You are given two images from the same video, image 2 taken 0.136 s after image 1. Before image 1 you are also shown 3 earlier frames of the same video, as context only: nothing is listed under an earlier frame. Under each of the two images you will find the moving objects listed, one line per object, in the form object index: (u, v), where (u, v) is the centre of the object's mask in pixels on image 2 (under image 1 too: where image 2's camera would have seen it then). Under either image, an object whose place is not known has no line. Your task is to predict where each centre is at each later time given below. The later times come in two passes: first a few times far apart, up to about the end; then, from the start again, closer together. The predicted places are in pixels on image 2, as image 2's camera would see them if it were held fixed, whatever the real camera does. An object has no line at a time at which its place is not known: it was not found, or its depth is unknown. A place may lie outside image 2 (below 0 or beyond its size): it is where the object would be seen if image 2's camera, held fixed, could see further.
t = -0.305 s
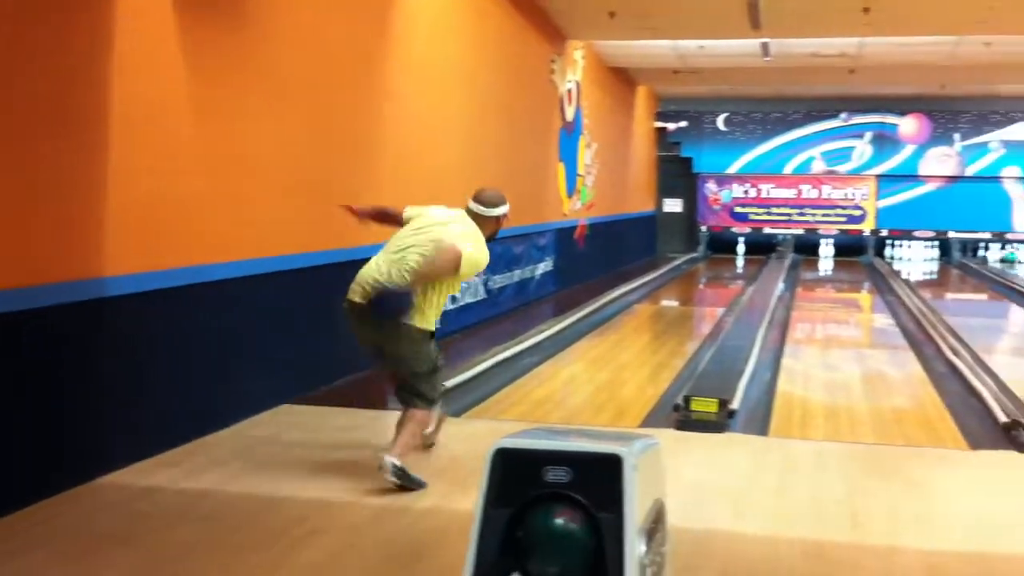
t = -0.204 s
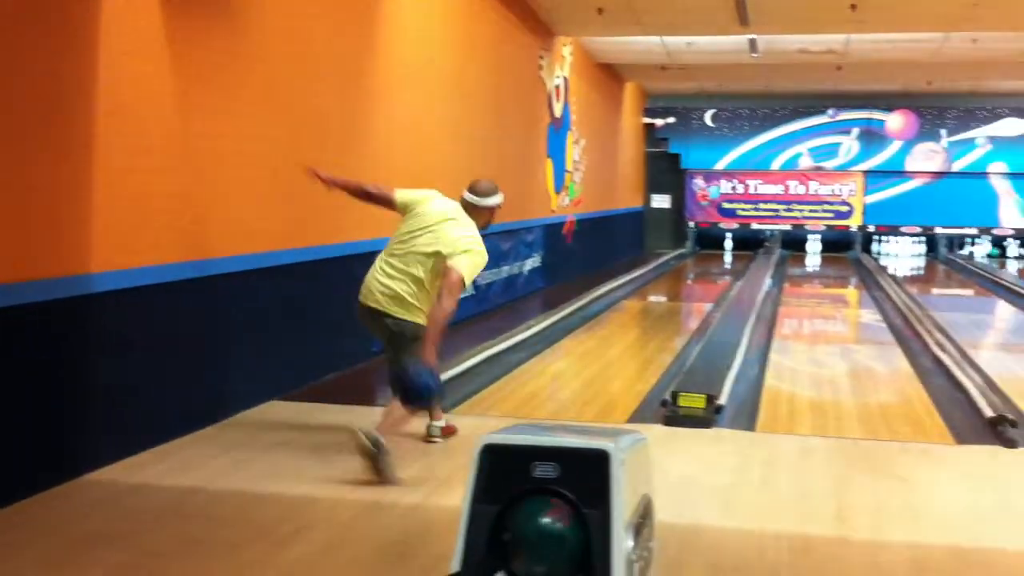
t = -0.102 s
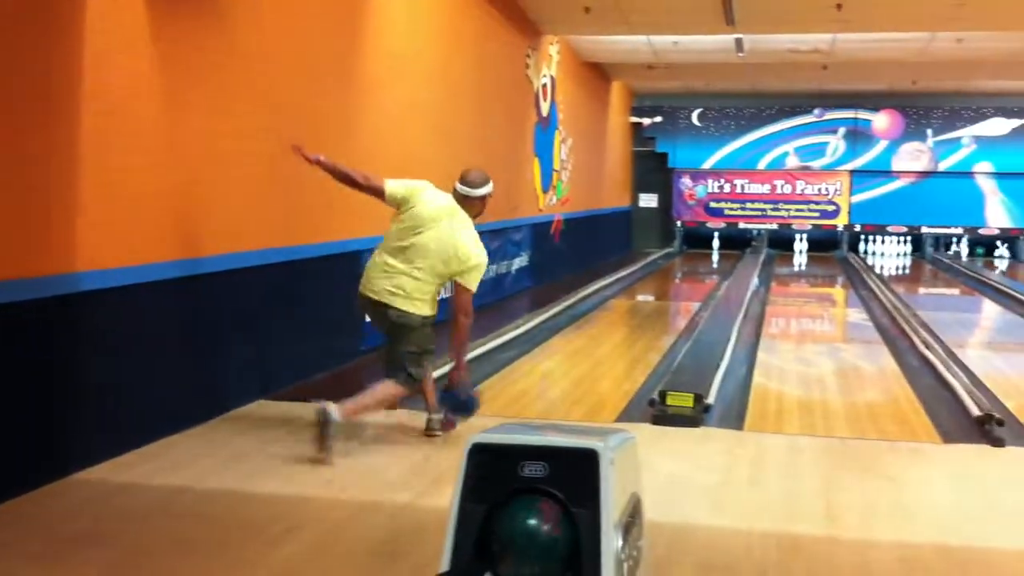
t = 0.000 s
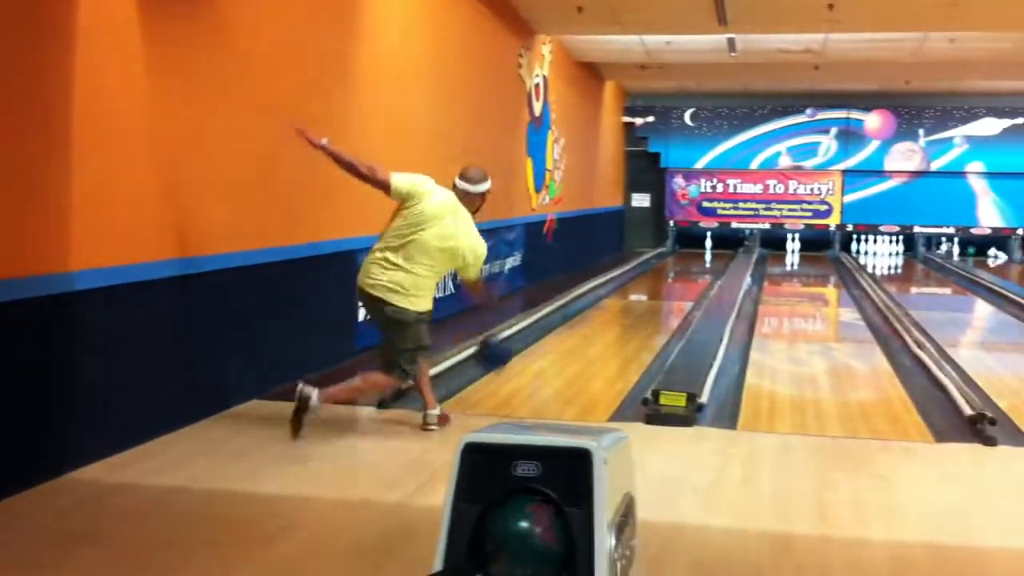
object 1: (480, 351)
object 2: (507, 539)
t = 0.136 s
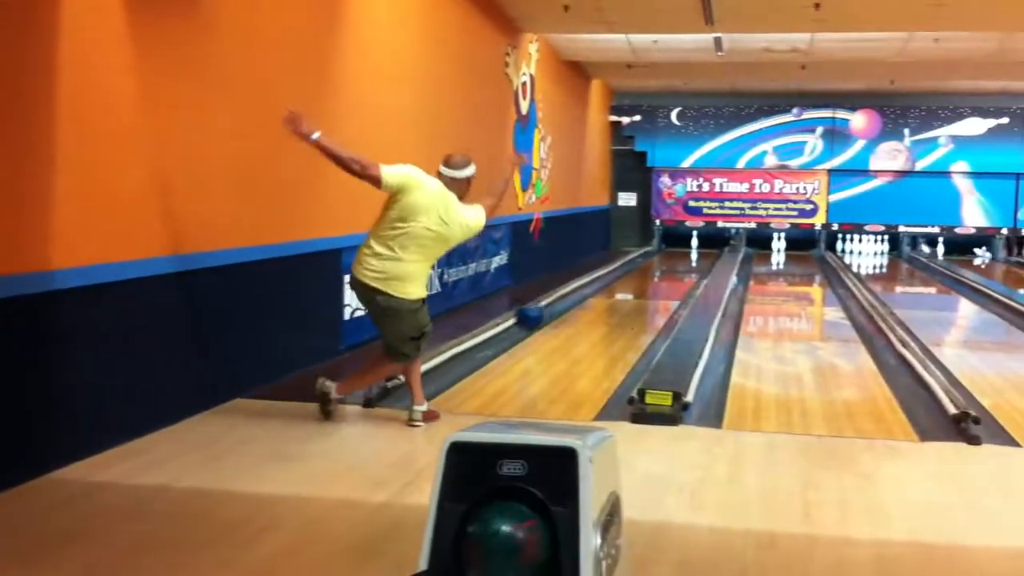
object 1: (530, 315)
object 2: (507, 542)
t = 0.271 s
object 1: (557, 319)
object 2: (505, 544)
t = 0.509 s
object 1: (595, 306)
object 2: (494, 546)
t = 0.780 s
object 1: (624, 286)
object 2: (485, 547)
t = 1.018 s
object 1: (641, 273)
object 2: (481, 555)
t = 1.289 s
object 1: (656, 262)
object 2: (473, 565)
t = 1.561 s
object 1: (667, 256)
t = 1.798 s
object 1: (678, 248)
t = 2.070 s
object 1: (686, 244)
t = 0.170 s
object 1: (537, 314)
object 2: (507, 542)
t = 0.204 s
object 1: (544, 316)
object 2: (507, 542)
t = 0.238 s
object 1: (551, 317)
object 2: (505, 542)
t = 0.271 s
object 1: (557, 319)
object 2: (505, 544)
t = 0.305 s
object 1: (564, 323)
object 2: (505, 544)
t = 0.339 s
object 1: (570, 323)
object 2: (501, 546)
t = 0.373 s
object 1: (576, 318)
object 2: (500, 546)
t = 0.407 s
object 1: (581, 314)
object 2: (500, 546)
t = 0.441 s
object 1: (585, 312)
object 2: (500, 544)
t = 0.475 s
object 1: (590, 309)
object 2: (496, 545)
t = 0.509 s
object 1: (595, 306)
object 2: (494, 546)
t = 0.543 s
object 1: (599, 304)
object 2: (494, 544)
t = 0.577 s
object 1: (603, 301)
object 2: (492, 545)
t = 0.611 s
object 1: (606, 299)
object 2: (491, 545)
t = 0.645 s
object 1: (610, 296)
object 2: (491, 547)
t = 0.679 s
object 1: (613, 293)
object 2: (489, 548)
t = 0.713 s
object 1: (616, 290)
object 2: (487, 548)
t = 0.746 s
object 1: (619, 288)
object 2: (486, 548)
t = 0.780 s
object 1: (624, 286)
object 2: (485, 547)
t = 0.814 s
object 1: (626, 284)
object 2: (484, 548)
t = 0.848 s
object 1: (629, 282)
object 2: (484, 549)
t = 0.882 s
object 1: (632, 279)
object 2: (484, 551)
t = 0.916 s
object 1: (633, 278)
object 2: (484, 552)
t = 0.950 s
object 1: (636, 276)
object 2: (484, 553)
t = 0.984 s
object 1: (639, 275)
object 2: (482, 553)
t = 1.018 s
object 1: (641, 273)
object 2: (481, 555)
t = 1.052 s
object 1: (643, 271)
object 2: (479, 557)
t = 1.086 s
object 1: (646, 270)
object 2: (476, 559)
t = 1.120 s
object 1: (648, 268)
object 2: (475, 560)
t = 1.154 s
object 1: (649, 267)
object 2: (475, 561)
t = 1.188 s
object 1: (652, 266)
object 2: (475, 561)
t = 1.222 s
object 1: (654, 265)
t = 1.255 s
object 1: (656, 263)
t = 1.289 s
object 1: (656, 262)
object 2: (473, 565)
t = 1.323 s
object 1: (658, 261)
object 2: (473, 566)
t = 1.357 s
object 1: (661, 260)
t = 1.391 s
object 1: (662, 260)
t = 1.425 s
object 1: (663, 258)
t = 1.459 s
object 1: (664, 258)
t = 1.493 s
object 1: (665, 256)
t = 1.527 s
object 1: (667, 256)
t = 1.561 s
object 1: (667, 256)
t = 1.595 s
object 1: (668, 253)
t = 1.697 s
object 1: (676, 249)
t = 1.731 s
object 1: (677, 249)
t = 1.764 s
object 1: (677, 248)
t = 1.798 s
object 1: (678, 248)
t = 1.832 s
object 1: (679, 247)
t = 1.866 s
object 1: (682, 247)
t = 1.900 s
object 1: (682, 246)
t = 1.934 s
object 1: (682, 246)
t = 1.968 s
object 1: (685, 244)
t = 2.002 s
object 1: (684, 244)
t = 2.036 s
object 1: (686, 244)
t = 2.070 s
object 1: (686, 244)
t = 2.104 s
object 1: (687, 243)
